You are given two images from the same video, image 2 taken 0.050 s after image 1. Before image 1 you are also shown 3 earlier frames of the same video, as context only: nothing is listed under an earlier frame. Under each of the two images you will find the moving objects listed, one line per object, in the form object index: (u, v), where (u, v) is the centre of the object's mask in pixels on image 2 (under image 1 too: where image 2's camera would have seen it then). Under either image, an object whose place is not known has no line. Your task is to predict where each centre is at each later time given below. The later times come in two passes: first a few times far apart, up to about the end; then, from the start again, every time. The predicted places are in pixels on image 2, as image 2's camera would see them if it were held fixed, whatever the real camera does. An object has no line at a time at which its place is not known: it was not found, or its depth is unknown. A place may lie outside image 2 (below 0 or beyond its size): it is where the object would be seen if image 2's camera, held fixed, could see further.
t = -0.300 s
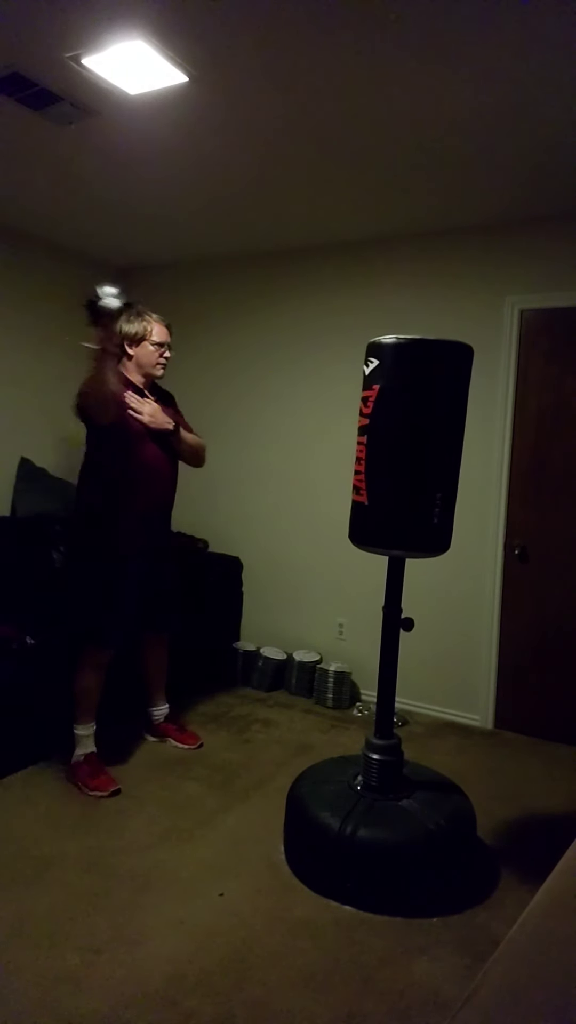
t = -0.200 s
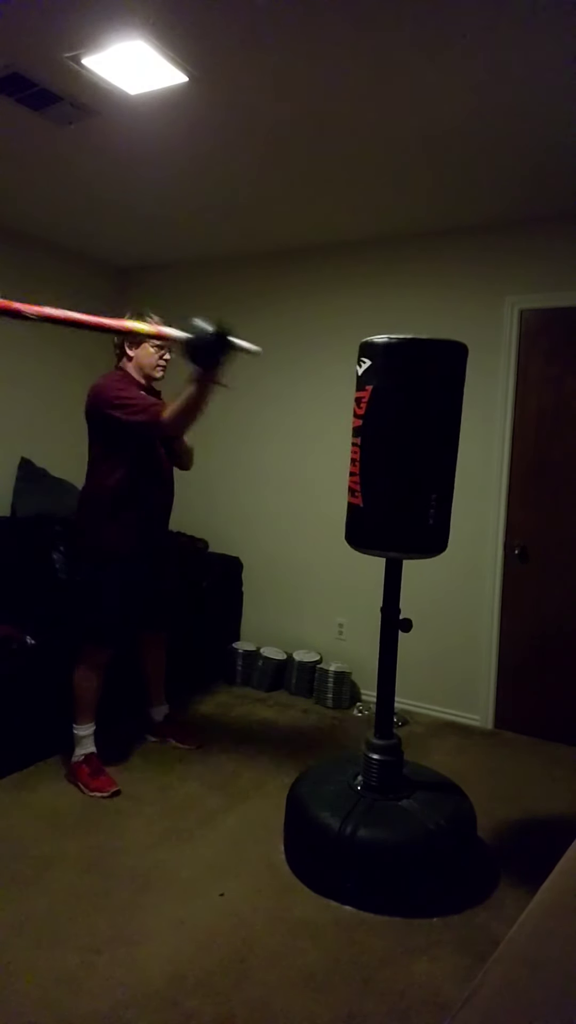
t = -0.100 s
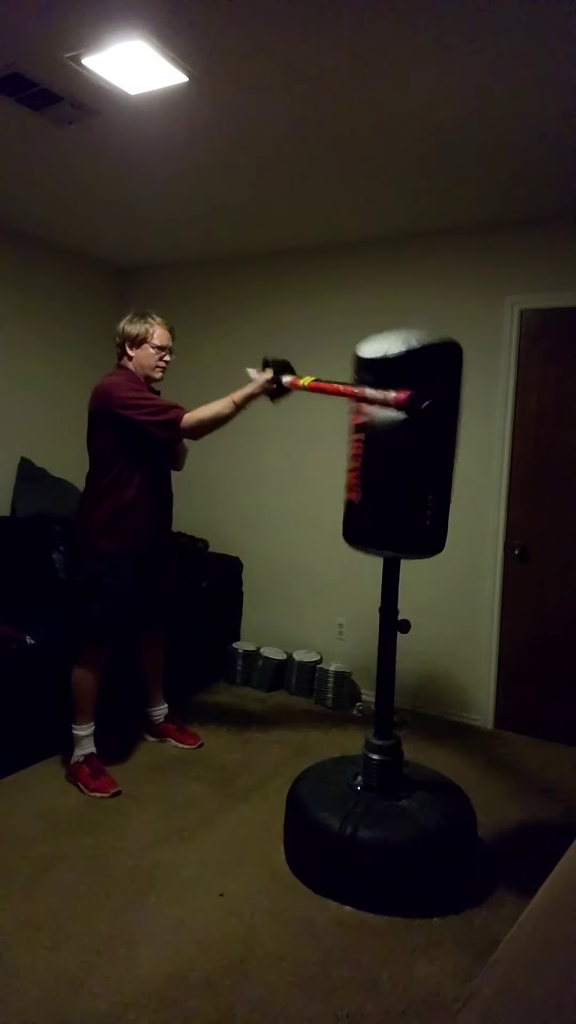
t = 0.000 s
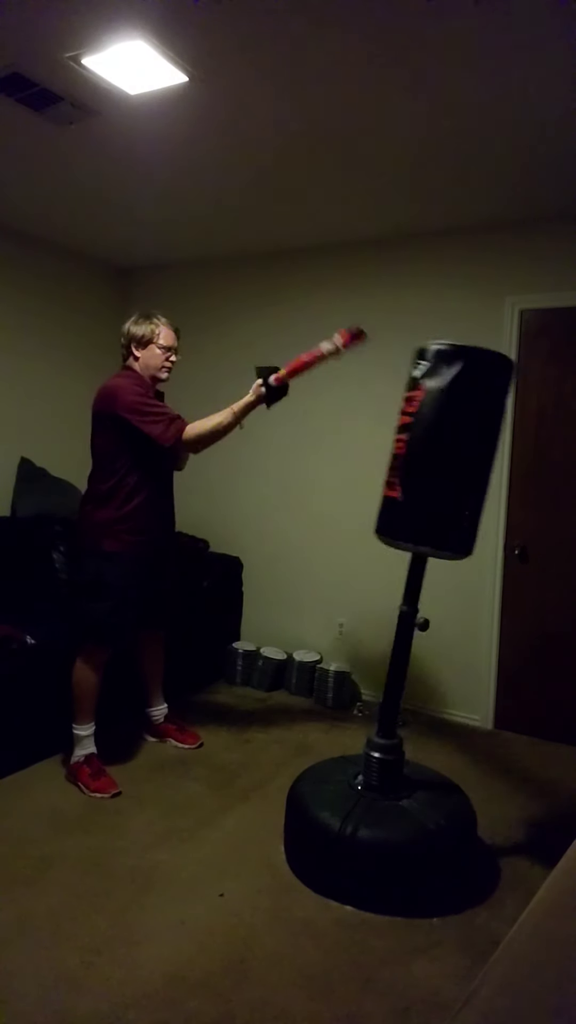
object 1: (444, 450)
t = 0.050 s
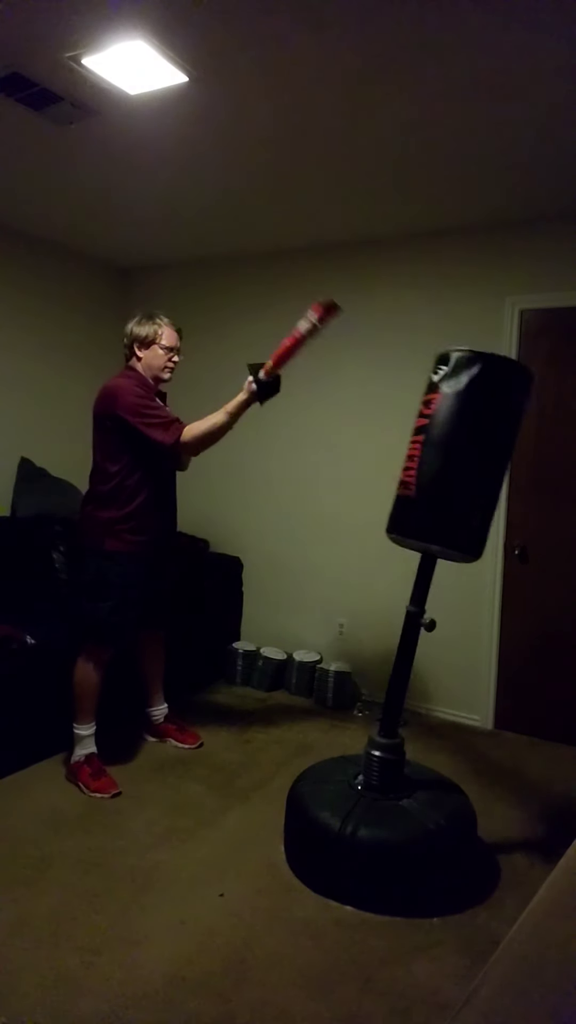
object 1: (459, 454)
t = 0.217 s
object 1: (468, 460)
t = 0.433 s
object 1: (406, 445)
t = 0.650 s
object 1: (344, 452)
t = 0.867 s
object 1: (379, 447)
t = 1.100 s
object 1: (444, 450)
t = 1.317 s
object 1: (443, 450)
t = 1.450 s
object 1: (414, 446)
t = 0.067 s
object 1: (462, 456)
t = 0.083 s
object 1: (466, 457)
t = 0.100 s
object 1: (468, 459)
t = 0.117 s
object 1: (469, 460)
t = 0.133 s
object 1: (471, 461)
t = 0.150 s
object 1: (471, 461)
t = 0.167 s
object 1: (471, 462)
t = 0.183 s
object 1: (471, 461)
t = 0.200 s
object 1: (470, 461)
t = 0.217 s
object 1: (468, 460)
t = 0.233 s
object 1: (466, 459)
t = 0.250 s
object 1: (463, 458)
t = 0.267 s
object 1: (460, 456)
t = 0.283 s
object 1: (456, 455)
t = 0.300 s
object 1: (452, 453)
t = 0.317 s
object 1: (447, 452)
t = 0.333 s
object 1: (442, 450)
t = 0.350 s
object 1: (436, 449)
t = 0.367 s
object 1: (431, 448)
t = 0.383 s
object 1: (425, 447)
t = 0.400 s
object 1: (419, 446)
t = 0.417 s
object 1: (412, 445)
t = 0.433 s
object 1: (406, 445)
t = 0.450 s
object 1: (400, 445)
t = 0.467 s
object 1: (393, 445)
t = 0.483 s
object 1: (387, 445)
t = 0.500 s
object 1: (380, 446)
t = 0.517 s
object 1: (375, 446)
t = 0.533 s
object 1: (369, 447)
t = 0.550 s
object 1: (364, 448)
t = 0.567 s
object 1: (359, 449)
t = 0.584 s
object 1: (355, 450)
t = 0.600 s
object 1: (351, 450)
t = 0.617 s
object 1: (348, 451)
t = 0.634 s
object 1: (346, 452)
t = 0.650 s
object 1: (344, 452)
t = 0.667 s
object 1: (344, 452)
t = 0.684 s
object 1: (343, 453)
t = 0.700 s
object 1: (344, 453)
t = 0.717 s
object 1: (345, 452)
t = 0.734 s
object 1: (347, 452)
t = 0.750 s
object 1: (349, 452)
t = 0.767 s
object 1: (352, 451)
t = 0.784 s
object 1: (356, 450)
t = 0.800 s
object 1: (360, 449)
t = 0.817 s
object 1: (364, 449)
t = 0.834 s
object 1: (369, 448)
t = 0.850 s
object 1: (374, 447)
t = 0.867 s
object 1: (379, 447)
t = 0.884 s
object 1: (385, 446)
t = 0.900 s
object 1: (390, 446)
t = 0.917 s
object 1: (395, 446)
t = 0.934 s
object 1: (401, 446)
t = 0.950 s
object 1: (406, 446)
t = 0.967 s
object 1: (411, 446)
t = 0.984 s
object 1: (416, 446)
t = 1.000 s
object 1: (421, 446)
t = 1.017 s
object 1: (426, 447)
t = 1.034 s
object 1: (430, 447)
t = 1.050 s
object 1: (434, 448)
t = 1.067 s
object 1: (438, 449)
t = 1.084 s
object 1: (441, 450)
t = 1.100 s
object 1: (444, 450)
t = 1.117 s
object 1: (447, 451)
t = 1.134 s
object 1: (449, 452)
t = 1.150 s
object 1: (450, 452)
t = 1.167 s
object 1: (452, 453)
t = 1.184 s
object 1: (452, 453)
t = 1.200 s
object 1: (452, 453)
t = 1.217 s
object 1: (452, 453)
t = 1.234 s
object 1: (452, 453)
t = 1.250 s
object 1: (451, 452)
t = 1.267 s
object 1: (450, 452)
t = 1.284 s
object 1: (448, 452)
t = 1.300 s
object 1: (446, 451)
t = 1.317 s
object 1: (443, 450)
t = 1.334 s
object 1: (440, 450)
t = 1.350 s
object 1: (437, 449)
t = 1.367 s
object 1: (434, 448)
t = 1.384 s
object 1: (430, 448)
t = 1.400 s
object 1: (426, 447)
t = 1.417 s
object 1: (422, 446)
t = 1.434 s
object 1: (418, 446)
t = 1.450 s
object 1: (414, 446)
